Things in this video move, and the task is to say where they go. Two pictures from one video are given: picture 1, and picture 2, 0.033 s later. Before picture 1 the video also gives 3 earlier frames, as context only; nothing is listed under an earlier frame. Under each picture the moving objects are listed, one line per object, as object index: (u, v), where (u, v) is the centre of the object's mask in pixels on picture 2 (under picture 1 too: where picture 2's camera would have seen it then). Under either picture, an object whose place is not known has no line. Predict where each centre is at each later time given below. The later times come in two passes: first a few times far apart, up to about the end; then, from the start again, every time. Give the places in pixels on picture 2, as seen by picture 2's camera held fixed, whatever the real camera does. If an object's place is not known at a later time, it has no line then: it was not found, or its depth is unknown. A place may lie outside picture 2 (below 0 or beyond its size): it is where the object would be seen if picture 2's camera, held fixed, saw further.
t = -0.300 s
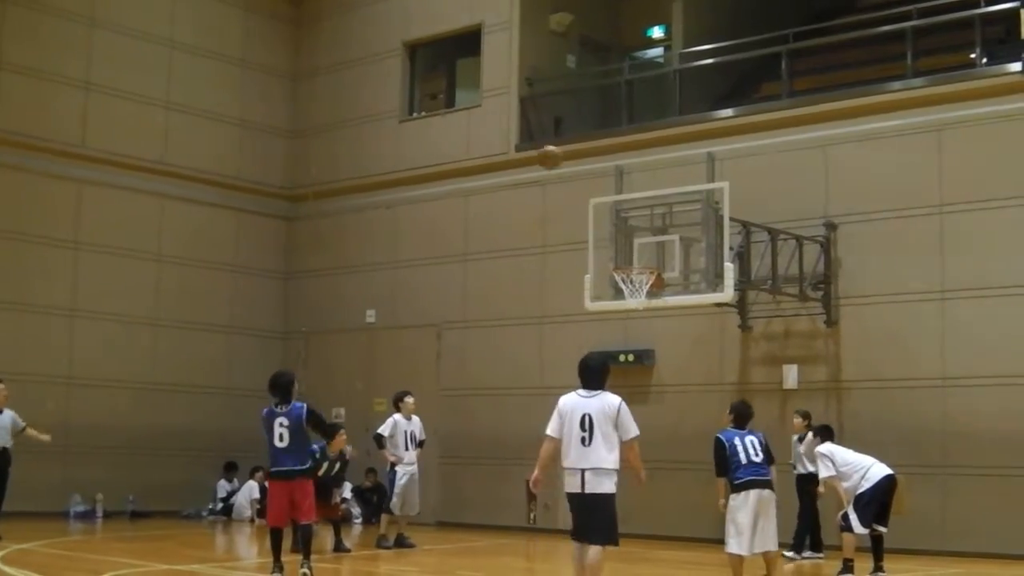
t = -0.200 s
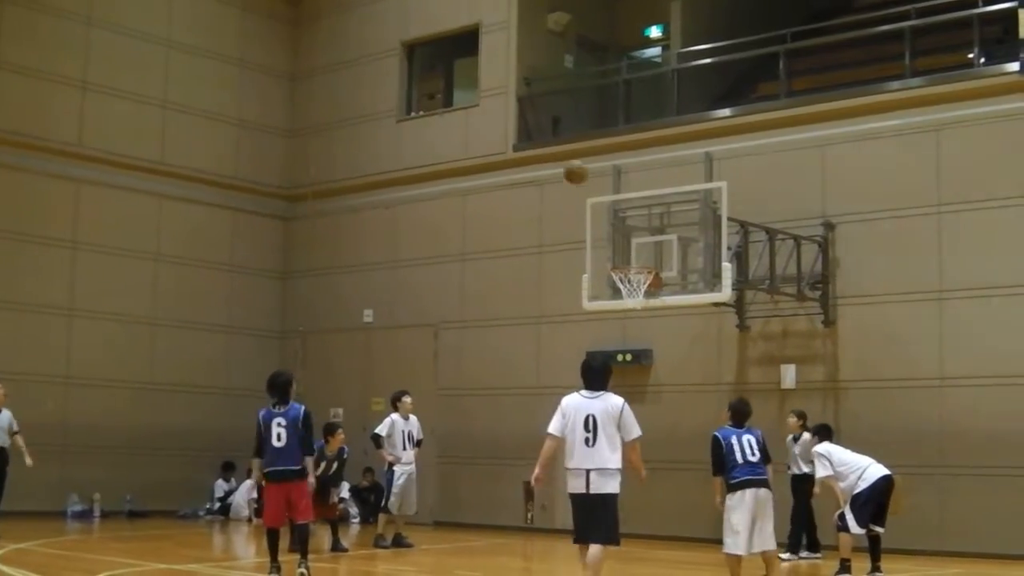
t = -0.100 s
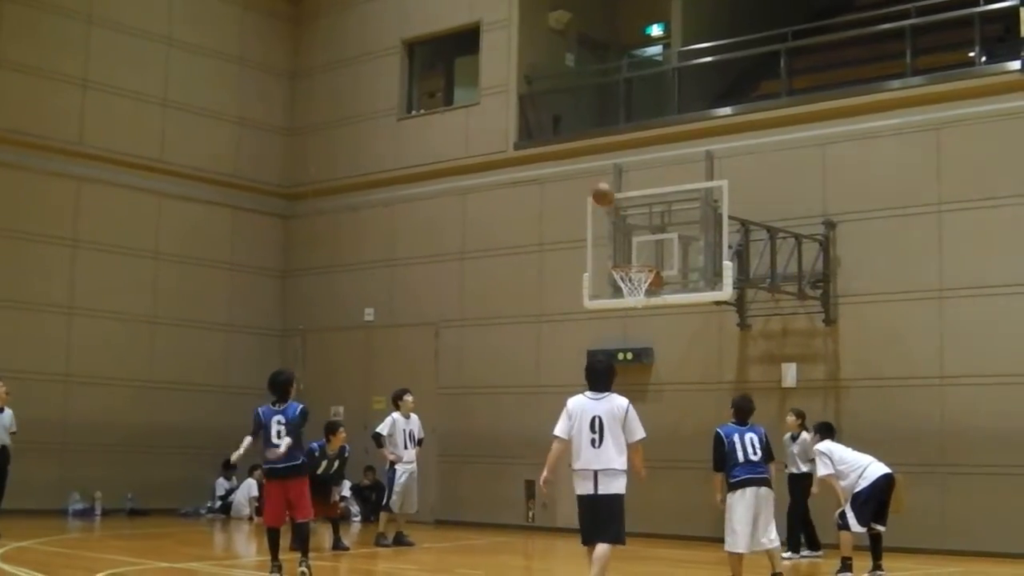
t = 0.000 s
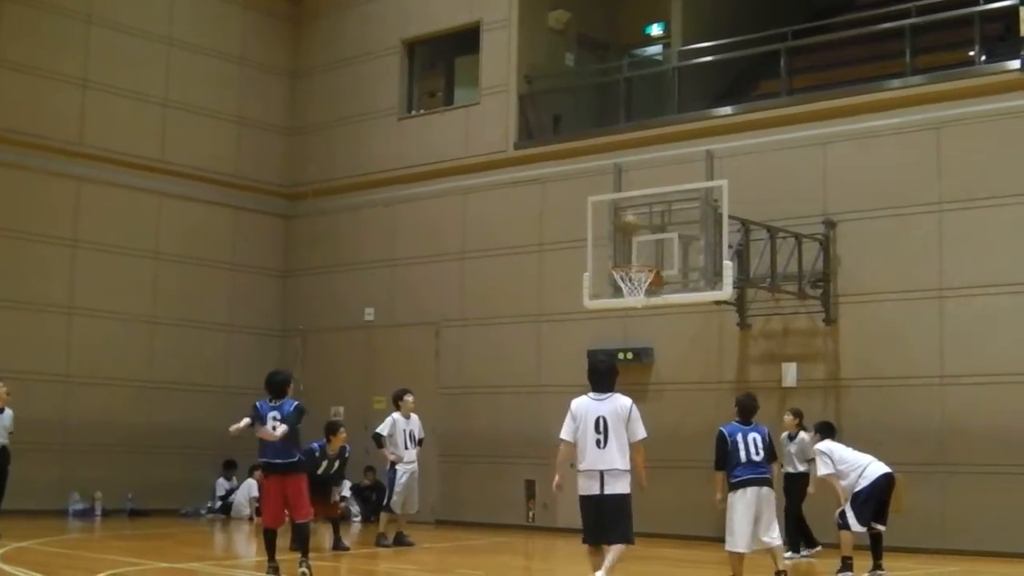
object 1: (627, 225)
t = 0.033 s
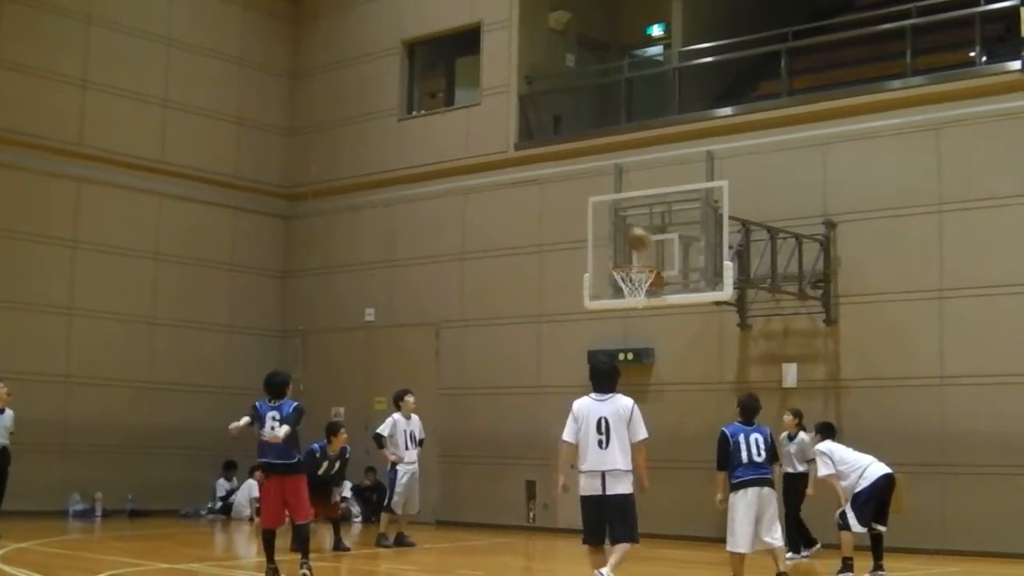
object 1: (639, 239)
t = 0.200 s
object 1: (630, 225)
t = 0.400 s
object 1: (594, 187)
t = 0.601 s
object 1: (558, 185)
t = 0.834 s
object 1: (516, 227)
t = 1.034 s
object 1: (480, 301)
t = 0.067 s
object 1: (645, 254)
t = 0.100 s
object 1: (647, 256)
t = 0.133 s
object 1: (641, 244)
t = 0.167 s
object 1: (635, 234)
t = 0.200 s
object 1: (630, 225)
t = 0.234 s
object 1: (625, 217)
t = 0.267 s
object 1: (618, 207)
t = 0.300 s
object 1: (613, 201)
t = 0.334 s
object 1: (606, 195)
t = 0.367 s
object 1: (600, 191)
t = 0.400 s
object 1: (594, 187)
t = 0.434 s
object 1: (588, 185)
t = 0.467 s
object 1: (582, 182)
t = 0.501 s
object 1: (576, 181)
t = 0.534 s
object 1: (570, 182)
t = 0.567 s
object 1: (564, 183)
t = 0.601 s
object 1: (558, 185)
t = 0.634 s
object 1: (551, 188)
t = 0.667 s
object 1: (545, 192)
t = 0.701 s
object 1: (540, 197)
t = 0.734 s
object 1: (534, 203)
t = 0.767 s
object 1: (528, 210)
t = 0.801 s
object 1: (522, 218)
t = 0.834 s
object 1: (516, 227)
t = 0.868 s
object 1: (510, 236)
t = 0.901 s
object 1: (504, 247)
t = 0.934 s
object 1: (498, 259)
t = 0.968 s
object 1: (492, 272)
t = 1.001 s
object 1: (486, 286)
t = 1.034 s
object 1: (480, 301)
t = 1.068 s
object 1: (474, 316)
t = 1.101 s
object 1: (467, 335)
